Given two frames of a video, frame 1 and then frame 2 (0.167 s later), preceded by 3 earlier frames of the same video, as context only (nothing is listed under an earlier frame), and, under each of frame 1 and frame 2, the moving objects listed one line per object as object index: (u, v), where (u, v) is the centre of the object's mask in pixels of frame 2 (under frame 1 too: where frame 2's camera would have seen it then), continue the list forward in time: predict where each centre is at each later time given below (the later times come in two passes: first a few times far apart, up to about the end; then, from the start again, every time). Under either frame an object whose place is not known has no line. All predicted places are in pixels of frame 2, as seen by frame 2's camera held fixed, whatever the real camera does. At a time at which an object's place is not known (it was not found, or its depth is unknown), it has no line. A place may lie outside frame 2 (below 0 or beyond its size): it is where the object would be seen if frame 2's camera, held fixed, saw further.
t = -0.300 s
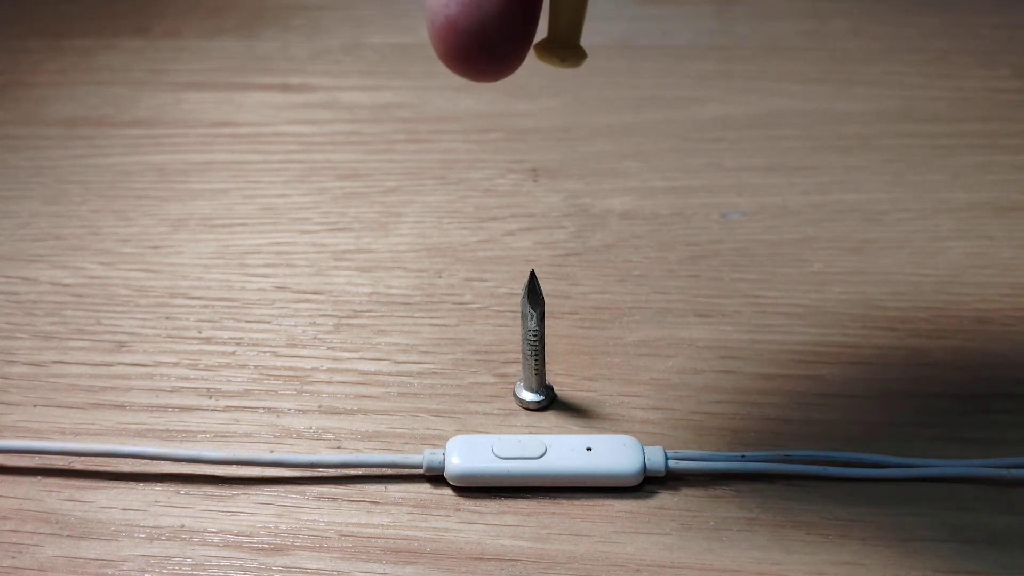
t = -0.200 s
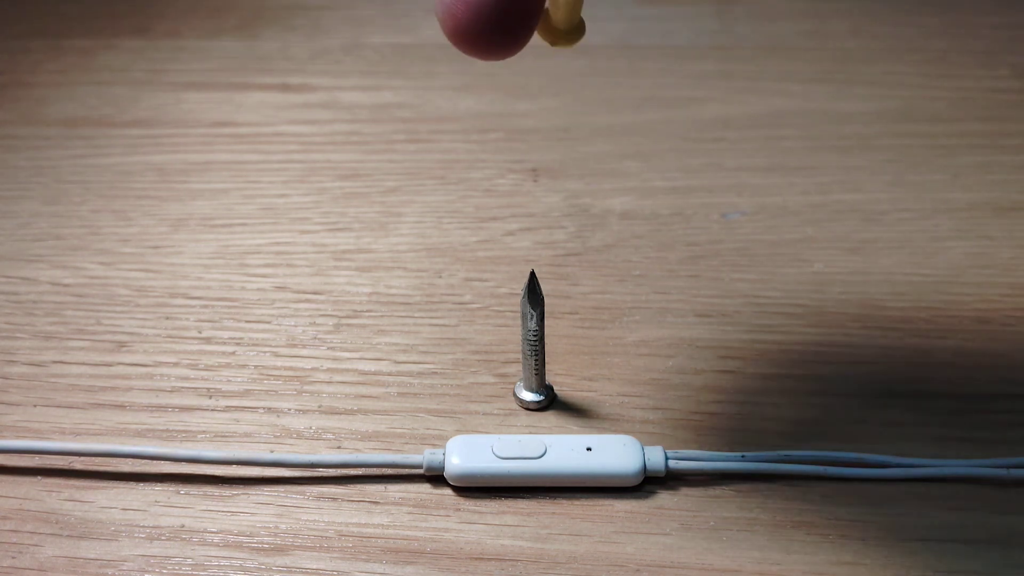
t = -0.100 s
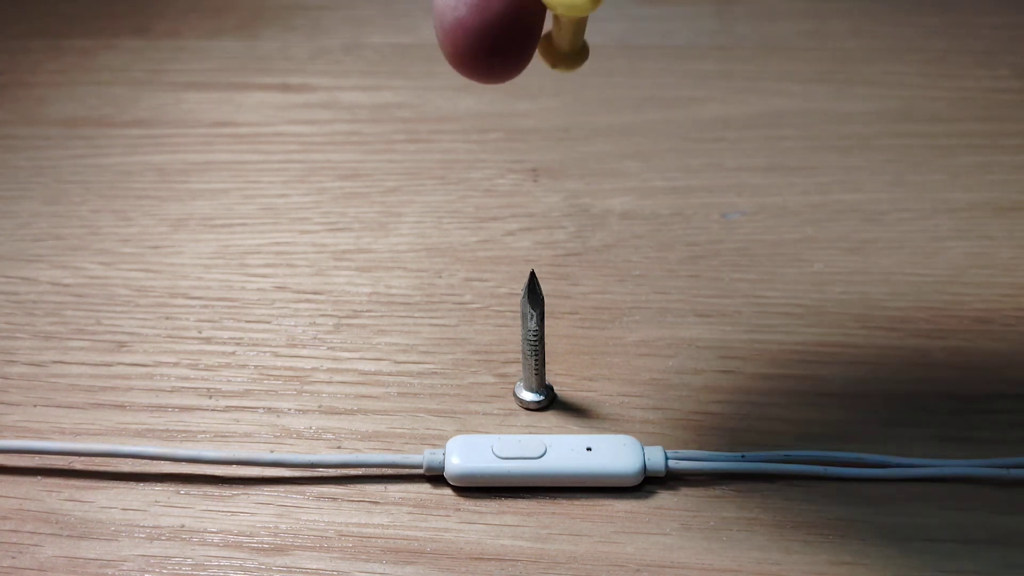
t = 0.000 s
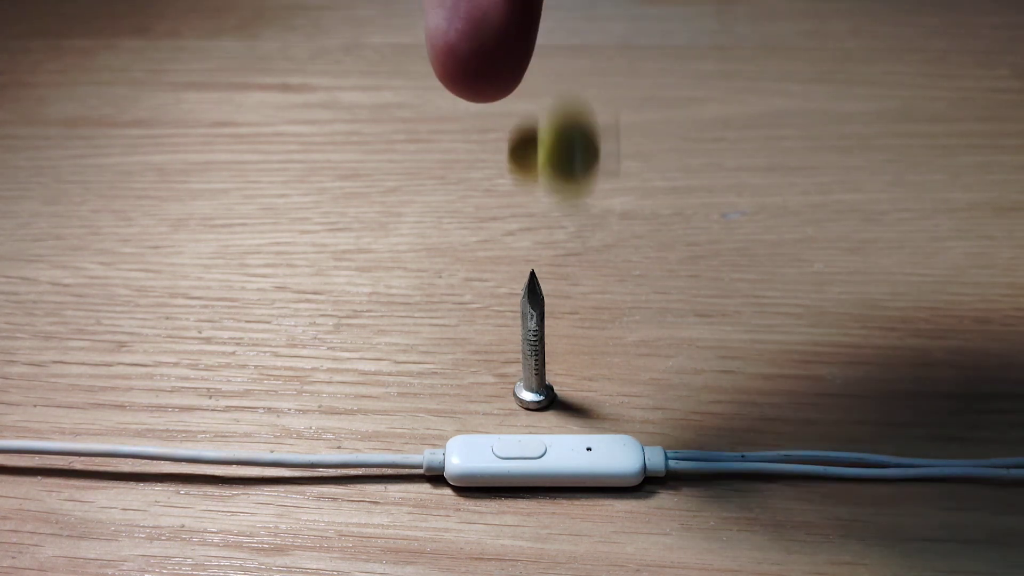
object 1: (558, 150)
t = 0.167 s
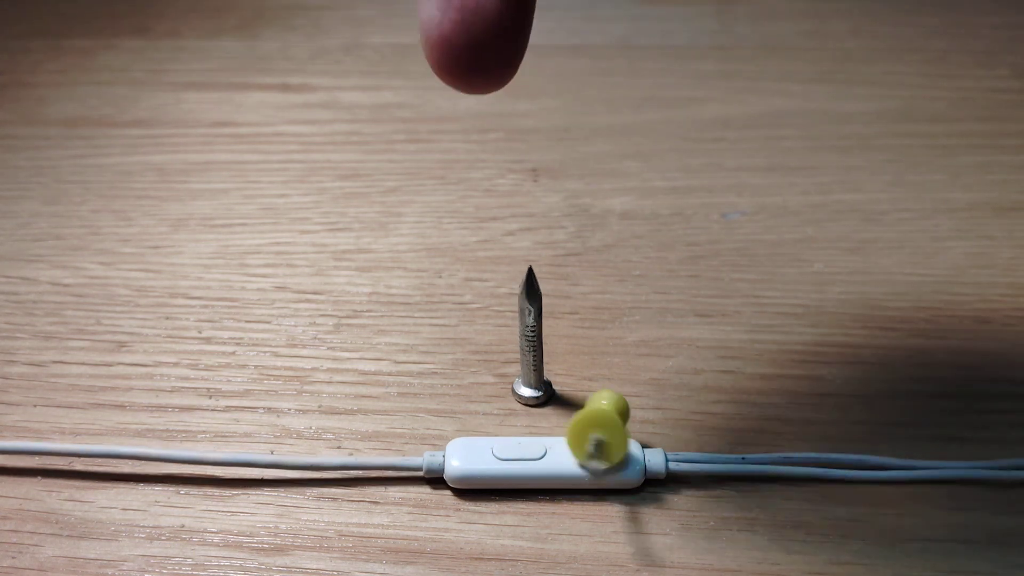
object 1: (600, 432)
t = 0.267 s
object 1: (638, 419)
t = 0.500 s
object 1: (658, 336)
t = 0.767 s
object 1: (580, 273)
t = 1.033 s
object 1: (487, 246)
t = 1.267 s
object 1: (420, 242)
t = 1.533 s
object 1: (336, 252)
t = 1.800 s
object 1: (275, 272)
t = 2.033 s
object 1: (227, 296)
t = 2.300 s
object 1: (251, 283)
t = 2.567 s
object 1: (303, 262)
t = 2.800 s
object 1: (286, 268)
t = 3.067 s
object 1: (242, 288)
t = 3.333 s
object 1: (253, 282)
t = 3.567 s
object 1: (282, 269)
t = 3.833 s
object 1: (249, 284)
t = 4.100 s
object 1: (256, 281)
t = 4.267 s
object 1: (276, 272)
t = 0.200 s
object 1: (614, 430)
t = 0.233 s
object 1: (626, 426)
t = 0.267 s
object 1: (638, 419)
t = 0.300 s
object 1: (652, 414)
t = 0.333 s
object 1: (662, 397)
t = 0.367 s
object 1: (668, 382)
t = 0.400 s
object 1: (669, 371)
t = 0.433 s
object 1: (665, 359)
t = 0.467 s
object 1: (662, 346)
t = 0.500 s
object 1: (658, 336)
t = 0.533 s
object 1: (650, 327)
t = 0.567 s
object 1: (643, 318)
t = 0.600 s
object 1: (634, 309)
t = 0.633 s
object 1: (624, 300)
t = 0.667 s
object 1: (613, 292)
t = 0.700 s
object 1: (601, 284)
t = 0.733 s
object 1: (590, 278)
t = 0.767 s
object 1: (580, 273)
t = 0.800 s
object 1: (571, 268)
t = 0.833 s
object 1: (564, 262)
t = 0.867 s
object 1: (553, 257)
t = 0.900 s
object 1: (539, 254)
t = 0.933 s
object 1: (525, 253)
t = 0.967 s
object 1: (513, 250)
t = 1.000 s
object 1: (499, 247)
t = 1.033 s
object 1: (487, 246)
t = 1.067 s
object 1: (476, 244)
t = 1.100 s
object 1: (466, 243)
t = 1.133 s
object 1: (457, 243)
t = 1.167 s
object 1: (448, 243)
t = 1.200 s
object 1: (439, 242)
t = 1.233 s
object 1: (430, 242)
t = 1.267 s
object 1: (420, 242)
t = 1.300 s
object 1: (408, 243)
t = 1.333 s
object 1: (396, 244)
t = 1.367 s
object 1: (383, 245)
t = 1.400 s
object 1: (371, 246)
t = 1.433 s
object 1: (359, 248)
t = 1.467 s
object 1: (350, 249)
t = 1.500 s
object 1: (343, 251)
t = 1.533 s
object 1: (336, 252)
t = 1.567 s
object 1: (329, 254)
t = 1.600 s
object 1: (323, 256)
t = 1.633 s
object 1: (316, 258)
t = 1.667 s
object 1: (309, 260)
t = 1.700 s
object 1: (302, 263)
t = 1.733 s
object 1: (293, 266)
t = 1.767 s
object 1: (284, 269)
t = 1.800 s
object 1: (275, 272)
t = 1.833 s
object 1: (265, 277)
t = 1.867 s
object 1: (255, 281)
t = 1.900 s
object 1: (247, 285)
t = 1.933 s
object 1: (240, 289)
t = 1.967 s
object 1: (234, 292)
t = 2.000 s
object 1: (230, 294)
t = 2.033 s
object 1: (227, 296)
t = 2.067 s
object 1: (226, 297)
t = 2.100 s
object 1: (226, 297)
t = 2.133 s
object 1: (227, 296)
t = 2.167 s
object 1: (230, 294)
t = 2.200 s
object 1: (233, 292)
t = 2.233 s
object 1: (238, 290)
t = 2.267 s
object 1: (244, 287)
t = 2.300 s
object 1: (251, 283)
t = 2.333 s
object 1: (258, 280)
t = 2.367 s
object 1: (267, 276)
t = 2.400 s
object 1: (275, 272)
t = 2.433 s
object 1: (282, 269)
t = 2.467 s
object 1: (287, 267)
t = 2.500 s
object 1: (294, 266)
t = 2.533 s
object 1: (299, 263)
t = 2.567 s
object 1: (303, 262)
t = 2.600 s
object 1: (306, 261)
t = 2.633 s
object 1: (307, 261)
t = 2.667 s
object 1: (305, 261)
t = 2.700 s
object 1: (301, 262)
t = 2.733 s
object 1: (297, 264)
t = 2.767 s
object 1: (292, 266)
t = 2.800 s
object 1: (286, 268)
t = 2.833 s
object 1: (281, 270)
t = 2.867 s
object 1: (275, 272)
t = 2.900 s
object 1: (268, 275)
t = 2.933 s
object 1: (261, 279)
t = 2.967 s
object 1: (255, 282)
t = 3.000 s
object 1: (249, 284)
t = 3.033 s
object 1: (245, 286)
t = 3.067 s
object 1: (242, 288)
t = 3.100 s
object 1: (239, 289)
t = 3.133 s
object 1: (238, 289)
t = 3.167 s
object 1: (238, 289)
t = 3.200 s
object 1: (239, 289)
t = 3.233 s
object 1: (242, 288)
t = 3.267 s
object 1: (245, 286)
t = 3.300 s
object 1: (249, 284)
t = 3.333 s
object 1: (253, 282)
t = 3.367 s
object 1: (259, 279)
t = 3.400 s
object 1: (266, 276)
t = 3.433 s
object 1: (271, 274)
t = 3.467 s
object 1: (276, 272)
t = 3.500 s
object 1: (280, 270)
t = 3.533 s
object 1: (282, 269)
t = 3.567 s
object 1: (282, 269)
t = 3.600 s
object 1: (280, 270)
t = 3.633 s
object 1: (276, 272)
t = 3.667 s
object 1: (271, 274)
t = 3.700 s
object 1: (266, 276)
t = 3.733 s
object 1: (260, 279)
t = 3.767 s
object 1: (255, 281)
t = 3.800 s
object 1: (252, 283)
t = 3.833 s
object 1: (249, 284)
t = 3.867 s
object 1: (248, 285)
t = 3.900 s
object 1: (246, 286)
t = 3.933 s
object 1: (245, 286)
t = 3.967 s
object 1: (246, 285)
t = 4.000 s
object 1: (248, 284)
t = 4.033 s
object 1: (250, 283)
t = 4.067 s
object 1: (252, 283)
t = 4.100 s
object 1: (256, 281)
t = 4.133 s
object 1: (261, 278)
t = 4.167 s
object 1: (266, 276)
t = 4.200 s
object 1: (270, 274)
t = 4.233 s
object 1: (274, 273)
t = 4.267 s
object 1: (276, 272)
